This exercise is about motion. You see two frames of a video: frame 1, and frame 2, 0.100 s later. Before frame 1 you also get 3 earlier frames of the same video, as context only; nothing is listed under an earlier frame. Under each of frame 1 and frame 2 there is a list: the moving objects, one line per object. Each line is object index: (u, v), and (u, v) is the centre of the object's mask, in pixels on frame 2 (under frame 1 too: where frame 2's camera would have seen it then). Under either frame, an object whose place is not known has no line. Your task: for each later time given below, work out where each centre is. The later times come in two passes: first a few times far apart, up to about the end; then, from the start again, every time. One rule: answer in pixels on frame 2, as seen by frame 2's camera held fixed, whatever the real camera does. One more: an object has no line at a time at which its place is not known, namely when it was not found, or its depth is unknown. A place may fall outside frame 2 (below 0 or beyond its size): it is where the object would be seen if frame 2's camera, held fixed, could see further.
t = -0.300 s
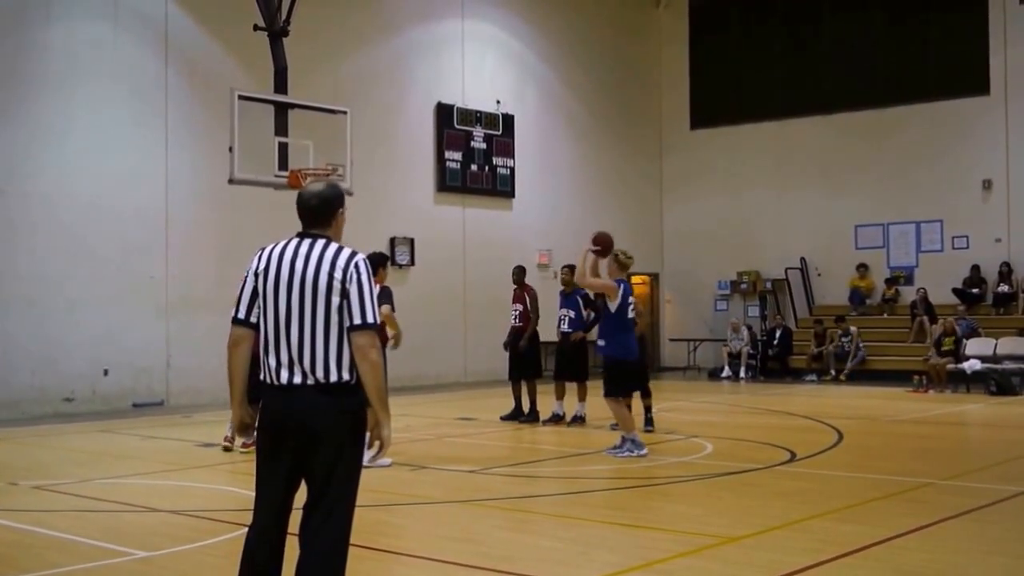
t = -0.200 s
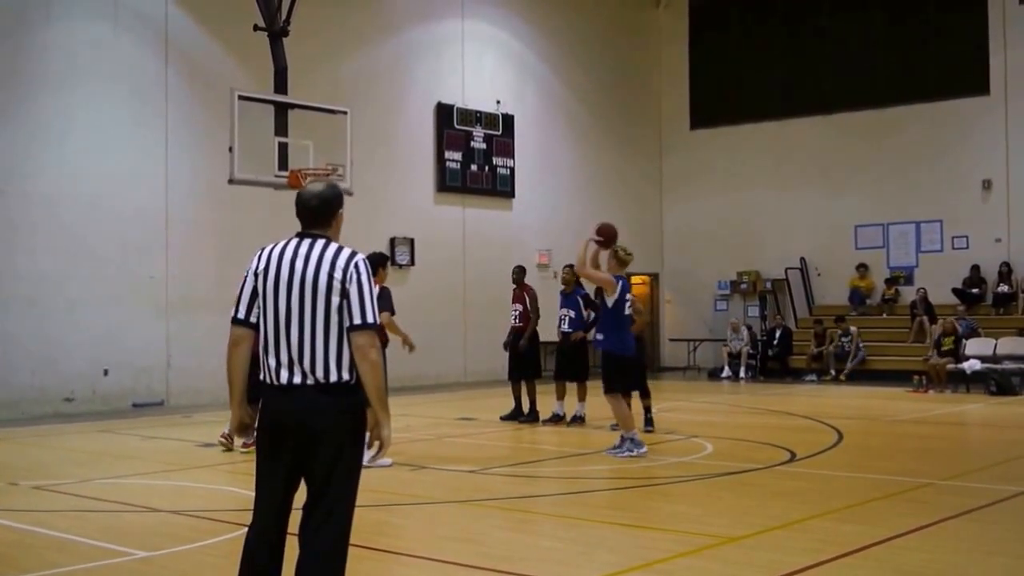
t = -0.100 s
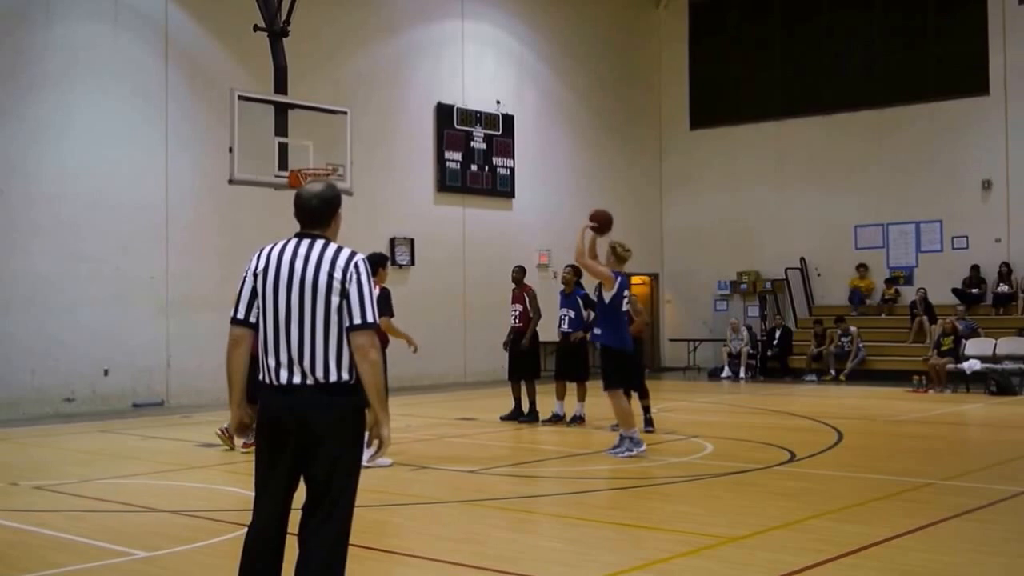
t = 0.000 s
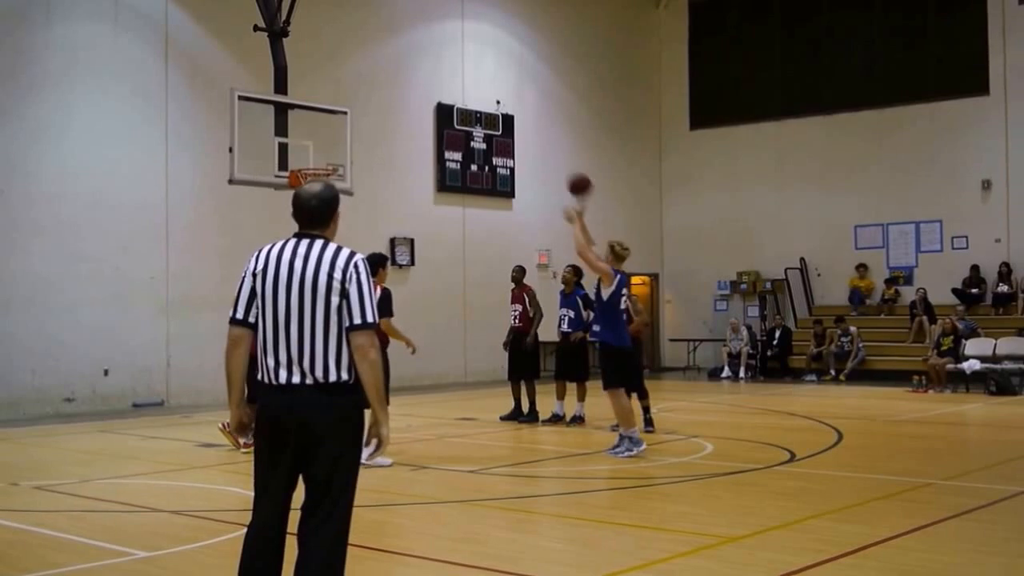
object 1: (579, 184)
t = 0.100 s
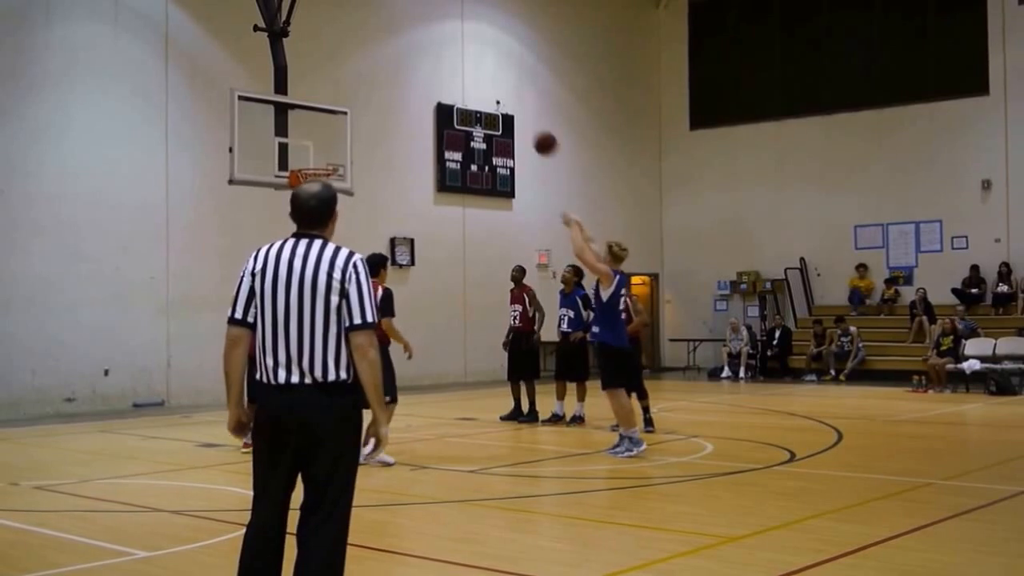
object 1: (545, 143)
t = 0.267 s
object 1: (491, 98)
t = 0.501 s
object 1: (423, 80)
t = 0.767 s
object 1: (354, 116)
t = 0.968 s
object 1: (309, 177)
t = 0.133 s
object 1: (534, 131)
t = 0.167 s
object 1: (523, 121)
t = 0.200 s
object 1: (512, 113)
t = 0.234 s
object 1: (502, 104)
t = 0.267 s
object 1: (491, 98)
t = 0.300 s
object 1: (481, 92)
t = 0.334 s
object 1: (471, 88)
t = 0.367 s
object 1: (461, 84)
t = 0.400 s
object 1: (452, 82)
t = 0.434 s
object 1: (442, 80)
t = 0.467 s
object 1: (432, 80)
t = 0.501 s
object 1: (423, 80)
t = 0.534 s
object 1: (414, 81)
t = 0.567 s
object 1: (405, 84)
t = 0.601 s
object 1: (397, 87)
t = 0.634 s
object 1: (388, 91)
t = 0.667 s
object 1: (379, 96)
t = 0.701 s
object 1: (371, 102)
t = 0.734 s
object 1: (362, 109)
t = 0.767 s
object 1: (354, 116)
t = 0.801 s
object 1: (346, 125)
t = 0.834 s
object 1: (338, 134)
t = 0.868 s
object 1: (330, 143)
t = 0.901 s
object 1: (323, 154)
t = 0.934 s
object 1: (315, 164)
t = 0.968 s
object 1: (309, 177)
